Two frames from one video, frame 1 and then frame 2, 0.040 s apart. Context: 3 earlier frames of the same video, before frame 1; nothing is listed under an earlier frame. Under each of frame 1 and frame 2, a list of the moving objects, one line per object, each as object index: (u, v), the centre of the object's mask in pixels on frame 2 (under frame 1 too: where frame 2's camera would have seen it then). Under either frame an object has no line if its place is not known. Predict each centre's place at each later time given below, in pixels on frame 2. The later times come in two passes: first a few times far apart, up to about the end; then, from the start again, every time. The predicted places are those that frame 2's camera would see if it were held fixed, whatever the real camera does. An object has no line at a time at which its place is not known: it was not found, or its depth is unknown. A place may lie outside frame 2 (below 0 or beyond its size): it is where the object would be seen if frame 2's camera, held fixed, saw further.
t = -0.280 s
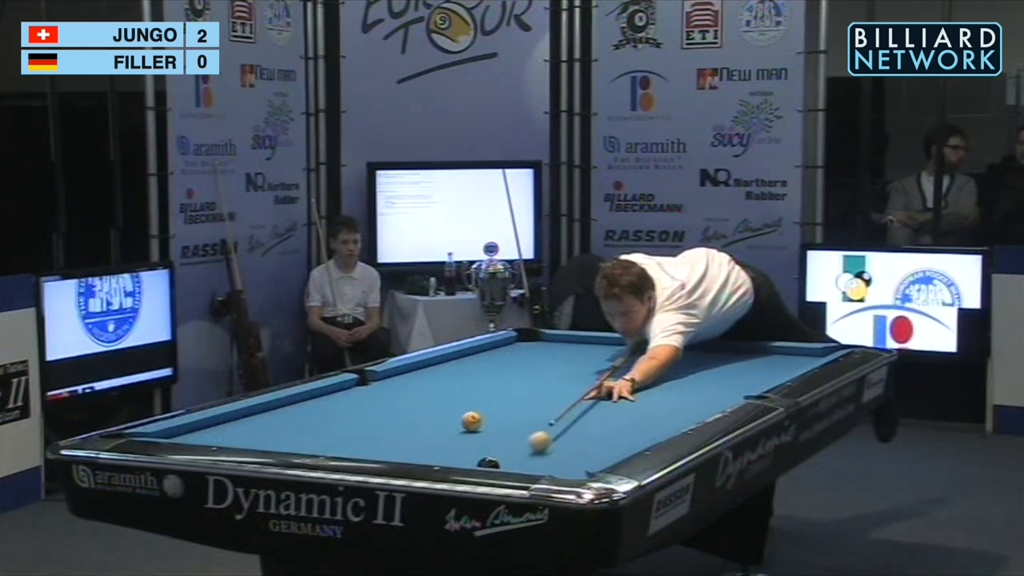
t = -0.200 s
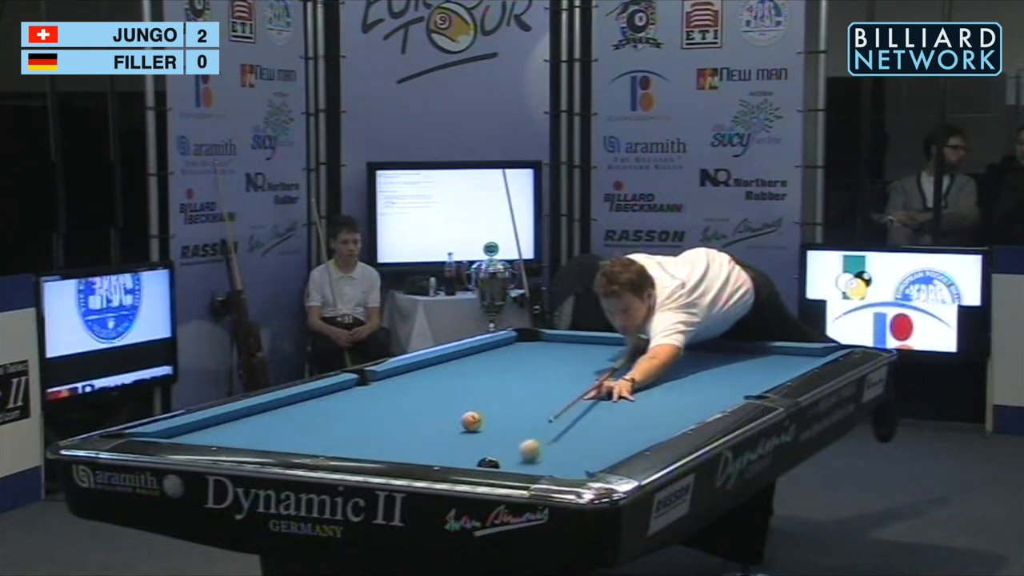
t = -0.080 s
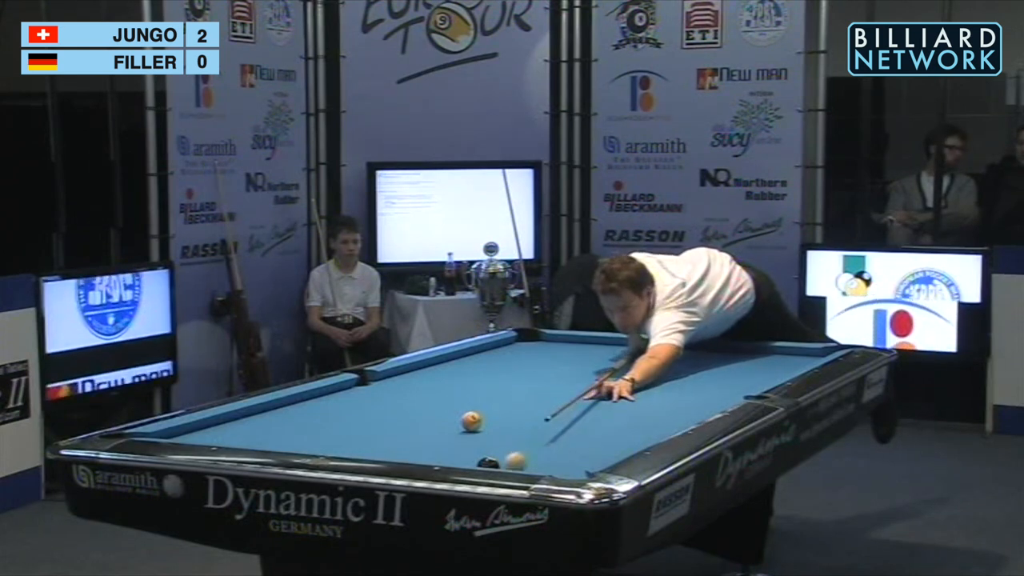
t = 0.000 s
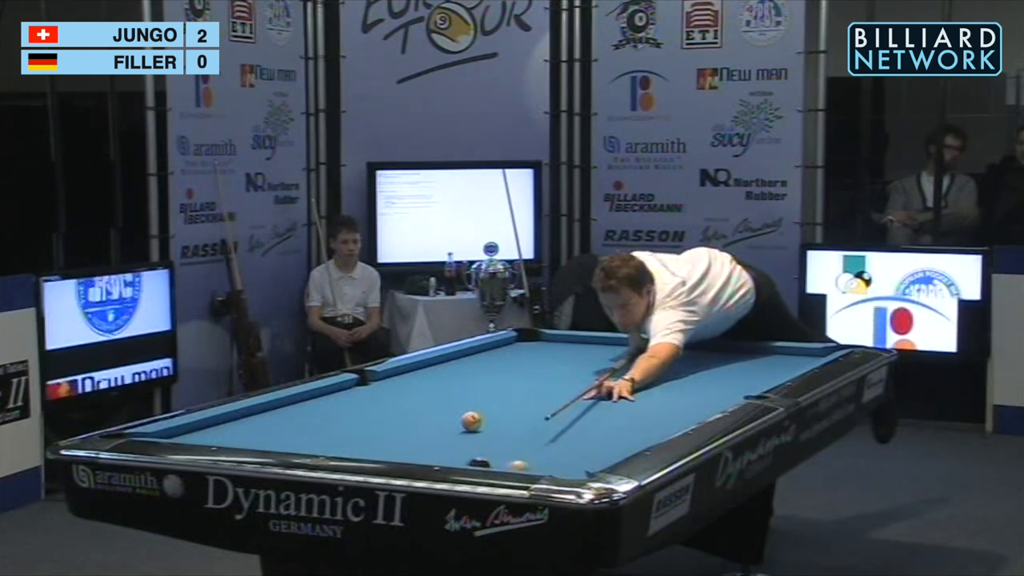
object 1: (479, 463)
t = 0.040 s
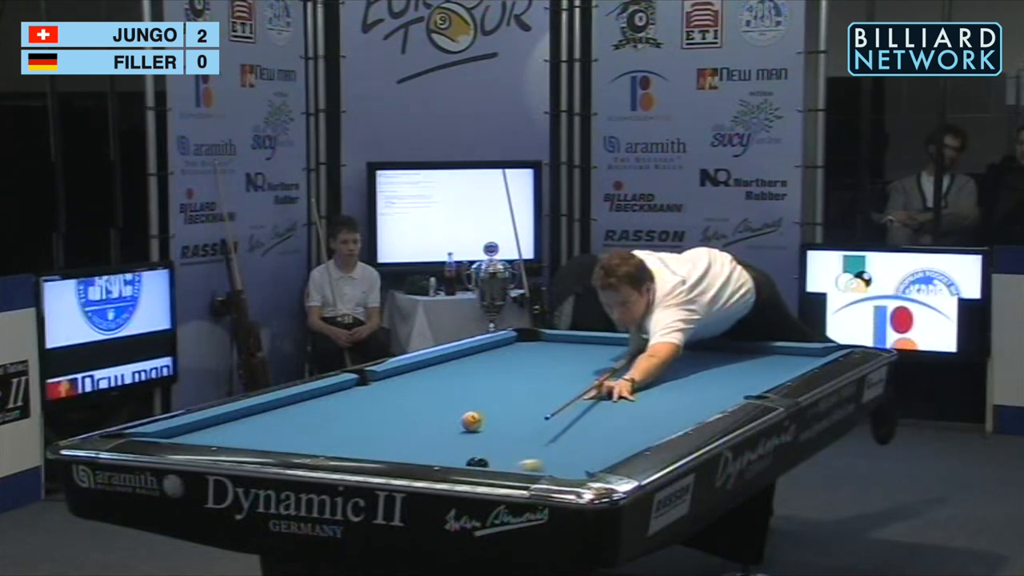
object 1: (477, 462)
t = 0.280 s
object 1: (469, 460)
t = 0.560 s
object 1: (460, 457)
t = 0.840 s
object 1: (453, 453)
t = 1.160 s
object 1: (446, 450)
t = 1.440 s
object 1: (441, 446)
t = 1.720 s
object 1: (437, 444)
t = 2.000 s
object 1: (433, 441)
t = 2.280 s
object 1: (430, 439)
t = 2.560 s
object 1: (427, 438)
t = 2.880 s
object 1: (426, 437)
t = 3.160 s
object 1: (425, 437)
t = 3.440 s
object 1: (426, 436)
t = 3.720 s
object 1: (425, 437)
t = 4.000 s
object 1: (425, 437)
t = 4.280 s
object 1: (425, 437)
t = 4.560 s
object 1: (425, 437)
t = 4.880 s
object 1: (425, 437)
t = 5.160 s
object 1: (425, 437)
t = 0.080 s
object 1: (476, 462)
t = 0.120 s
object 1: (475, 461)
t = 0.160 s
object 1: (473, 461)
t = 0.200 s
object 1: (472, 460)
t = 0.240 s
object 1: (470, 460)
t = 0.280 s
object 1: (469, 460)
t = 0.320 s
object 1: (468, 459)
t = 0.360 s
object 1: (466, 459)
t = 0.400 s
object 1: (465, 458)
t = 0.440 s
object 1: (464, 458)
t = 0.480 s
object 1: (463, 458)
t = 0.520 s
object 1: (461, 457)
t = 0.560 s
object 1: (460, 457)
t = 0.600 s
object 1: (459, 456)
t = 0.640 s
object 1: (458, 455)
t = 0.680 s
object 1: (457, 455)
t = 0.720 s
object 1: (456, 455)
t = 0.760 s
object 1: (455, 454)
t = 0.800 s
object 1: (454, 454)
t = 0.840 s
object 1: (453, 453)
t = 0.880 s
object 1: (452, 453)
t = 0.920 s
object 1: (451, 453)
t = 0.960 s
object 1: (450, 453)
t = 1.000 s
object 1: (449, 452)
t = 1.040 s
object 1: (448, 451)
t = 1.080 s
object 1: (448, 451)
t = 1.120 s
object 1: (447, 450)
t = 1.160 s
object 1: (446, 450)
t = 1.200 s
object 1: (445, 449)
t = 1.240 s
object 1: (444, 449)
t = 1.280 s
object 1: (443, 448)
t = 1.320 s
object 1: (443, 448)
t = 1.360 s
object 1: (442, 447)
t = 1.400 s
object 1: (441, 447)
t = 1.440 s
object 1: (441, 446)
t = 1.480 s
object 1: (440, 446)
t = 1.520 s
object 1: (439, 446)
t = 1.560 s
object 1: (439, 445)
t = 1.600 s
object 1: (438, 445)
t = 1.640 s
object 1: (438, 444)
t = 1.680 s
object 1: (437, 444)
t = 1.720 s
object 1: (437, 444)
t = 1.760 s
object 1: (436, 443)
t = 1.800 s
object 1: (436, 443)
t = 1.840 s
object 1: (435, 443)
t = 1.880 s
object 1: (434, 442)
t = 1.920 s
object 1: (434, 442)
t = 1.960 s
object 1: (433, 442)
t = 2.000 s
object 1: (433, 441)
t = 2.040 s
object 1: (432, 441)
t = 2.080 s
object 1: (432, 441)
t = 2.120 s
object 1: (432, 441)
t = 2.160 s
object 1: (431, 440)
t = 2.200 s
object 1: (431, 440)
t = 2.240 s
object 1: (430, 440)
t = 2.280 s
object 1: (430, 439)
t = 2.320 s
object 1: (430, 439)
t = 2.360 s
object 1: (429, 439)
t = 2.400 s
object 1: (429, 439)
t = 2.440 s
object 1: (428, 439)
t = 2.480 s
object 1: (428, 439)
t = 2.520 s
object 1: (428, 439)
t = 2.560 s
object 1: (427, 438)
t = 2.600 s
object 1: (427, 438)
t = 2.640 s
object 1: (427, 438)
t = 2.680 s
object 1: (426, 438)
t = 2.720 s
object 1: (426, 438)
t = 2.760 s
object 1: (426, 438)
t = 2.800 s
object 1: (426, 437)
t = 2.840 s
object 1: (426, 437)
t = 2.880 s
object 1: (426, 437)
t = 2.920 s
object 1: (425, 437)
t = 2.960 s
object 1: (425, 437)
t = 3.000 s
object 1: (425, 437)
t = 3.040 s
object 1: (425, 437)
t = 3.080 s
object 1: (426, 437)
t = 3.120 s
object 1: (425, 437)
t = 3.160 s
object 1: (425, 437)
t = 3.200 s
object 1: (426, 437)
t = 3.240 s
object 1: (425, 437)
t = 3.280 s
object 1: (426, 437)
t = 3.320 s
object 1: (426, 436)
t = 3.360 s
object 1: (425, 437)
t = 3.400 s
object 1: (425, 436)
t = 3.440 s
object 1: (426, 436)
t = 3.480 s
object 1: (426, 436)
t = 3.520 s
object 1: (425, 437)
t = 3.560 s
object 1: (426, 436)
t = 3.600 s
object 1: (425, 437)
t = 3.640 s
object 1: (425, 437)
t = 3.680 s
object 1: (425, 436)
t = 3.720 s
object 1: (425, 437)
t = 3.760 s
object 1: (425, 437)
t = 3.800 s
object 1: (425, 437)
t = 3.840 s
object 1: (425, 437)
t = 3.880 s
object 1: (425, 436)
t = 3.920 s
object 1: (425, 437)
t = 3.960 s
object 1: (425, 437)
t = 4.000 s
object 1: (425, 437)
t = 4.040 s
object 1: (425, 437)
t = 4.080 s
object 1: (425, 437)
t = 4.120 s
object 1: (425, 437)
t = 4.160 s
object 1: (425, 437)
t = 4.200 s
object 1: (425, 437)
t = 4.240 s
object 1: (425, 437)
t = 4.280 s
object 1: (425, 437)
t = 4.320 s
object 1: (425, 437)
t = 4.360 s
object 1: (425, 437)
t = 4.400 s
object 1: (425, 437)
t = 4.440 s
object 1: (425, 437)
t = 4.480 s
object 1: (425, 437)
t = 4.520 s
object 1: (425, 437)
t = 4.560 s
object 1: (425, 437)
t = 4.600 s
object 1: (425, 437)
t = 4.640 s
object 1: (425, 437)
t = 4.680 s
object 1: (425, 437)
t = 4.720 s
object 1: (425, 437)
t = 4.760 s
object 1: (425, 437)
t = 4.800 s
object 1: (425, 437)
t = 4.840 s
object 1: (425, 437)
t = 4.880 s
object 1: (425, 437)
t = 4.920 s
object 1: (425, 437)
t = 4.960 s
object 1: (425, 437)
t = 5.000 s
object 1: (425, 437)
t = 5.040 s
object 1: (425, 437)
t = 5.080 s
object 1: (425, 437)
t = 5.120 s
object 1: (425, 437)
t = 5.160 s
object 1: (425, 437)
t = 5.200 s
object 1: (425, 437)
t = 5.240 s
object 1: (425, 437)
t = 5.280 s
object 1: (425, 437)
